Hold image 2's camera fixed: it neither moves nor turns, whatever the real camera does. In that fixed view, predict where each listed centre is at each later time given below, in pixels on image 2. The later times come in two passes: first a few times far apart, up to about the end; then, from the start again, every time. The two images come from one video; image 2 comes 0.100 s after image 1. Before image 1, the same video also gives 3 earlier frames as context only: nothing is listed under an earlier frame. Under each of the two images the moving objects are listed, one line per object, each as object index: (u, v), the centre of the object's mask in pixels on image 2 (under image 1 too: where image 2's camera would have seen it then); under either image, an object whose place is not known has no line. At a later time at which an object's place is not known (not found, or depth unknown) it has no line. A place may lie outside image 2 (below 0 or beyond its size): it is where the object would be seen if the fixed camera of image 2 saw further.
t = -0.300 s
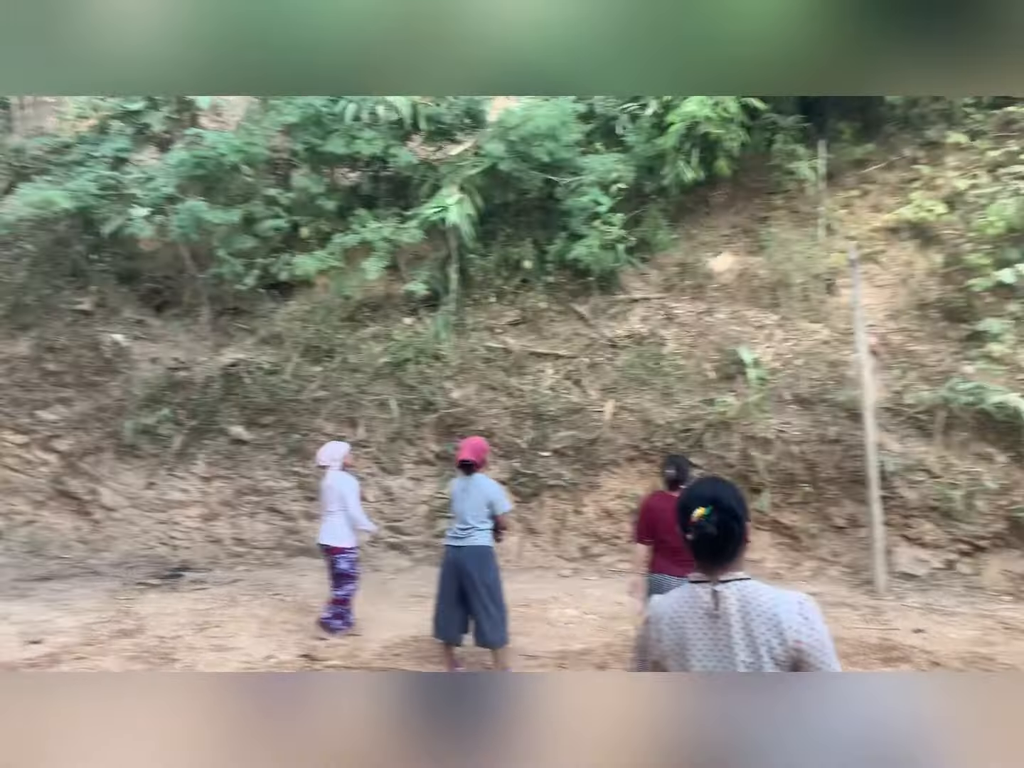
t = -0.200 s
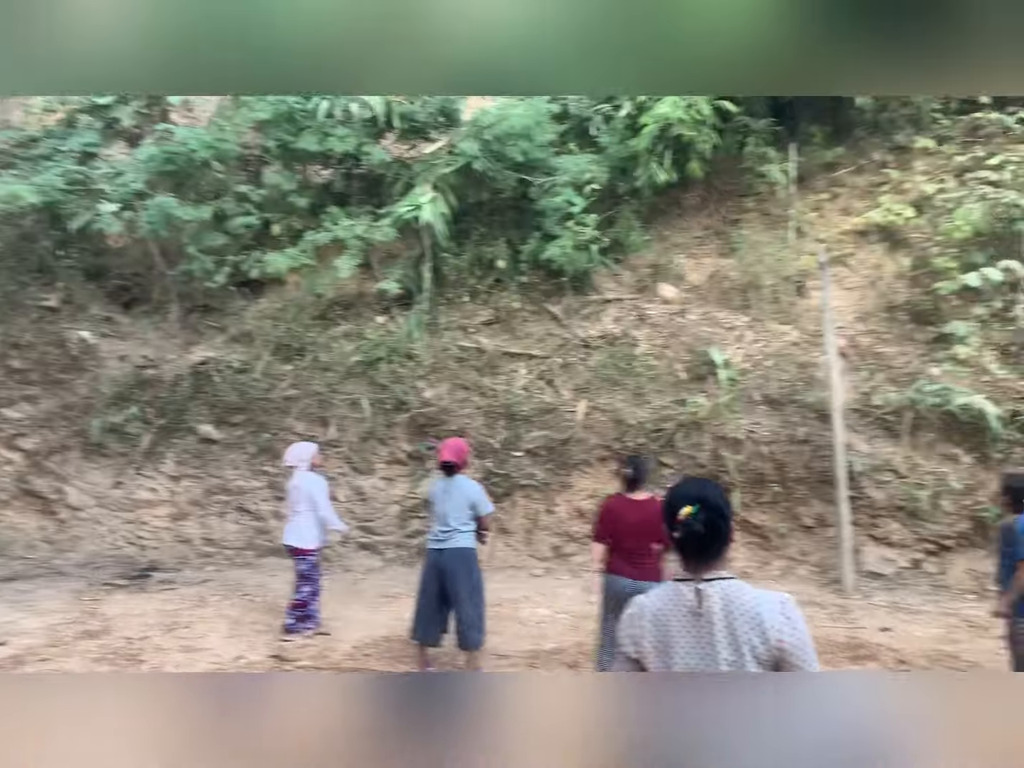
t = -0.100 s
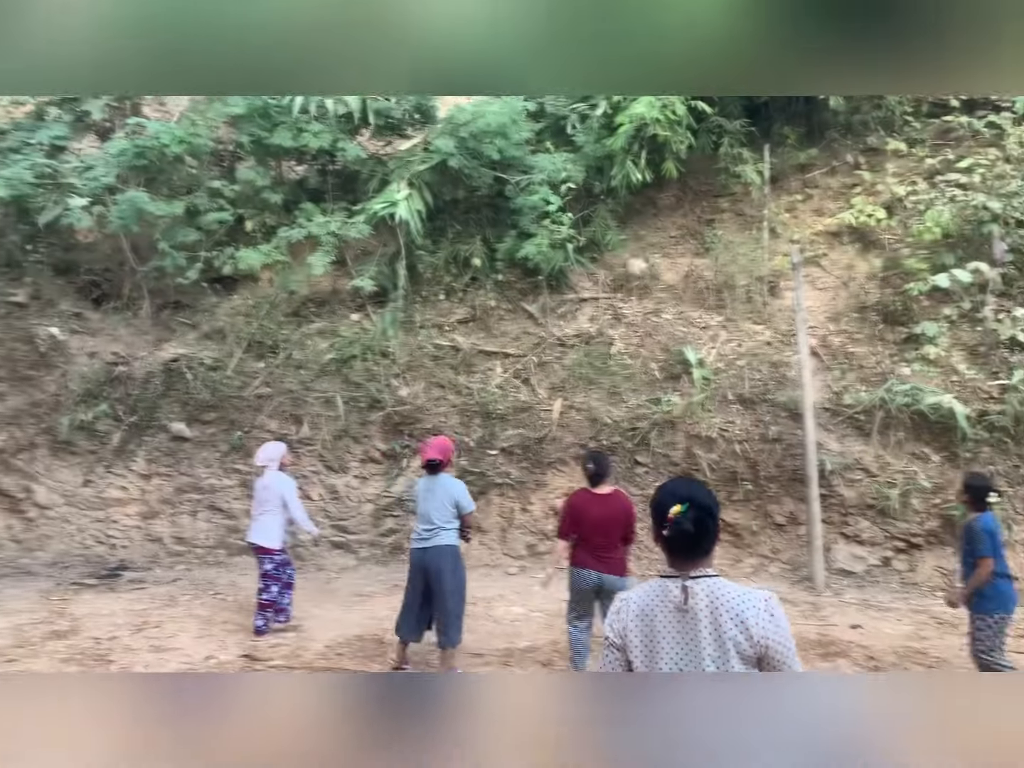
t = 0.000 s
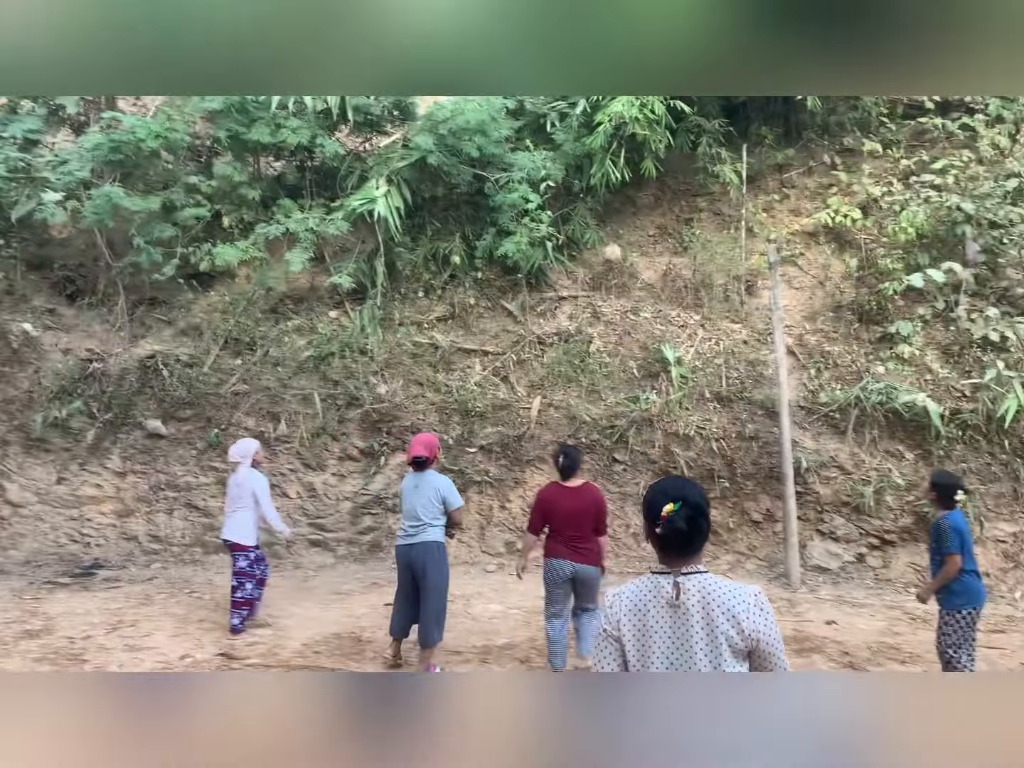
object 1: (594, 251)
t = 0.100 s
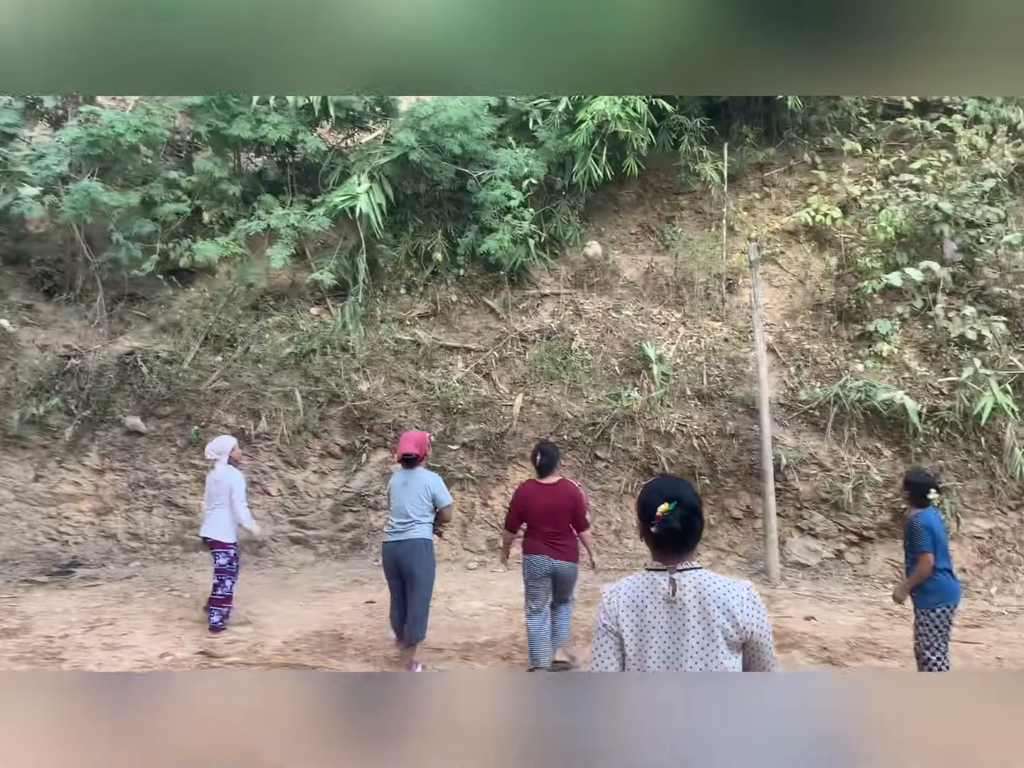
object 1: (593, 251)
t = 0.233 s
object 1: (593, 267)
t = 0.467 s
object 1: (585, 296)
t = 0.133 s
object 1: (592, 253)
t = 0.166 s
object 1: (592, 256)
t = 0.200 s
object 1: (592, 260)
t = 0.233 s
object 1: (593, 267)
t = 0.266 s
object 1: (592, 271)
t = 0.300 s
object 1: (592, 279)
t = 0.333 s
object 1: (593, 286)
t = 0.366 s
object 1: (592, 294)
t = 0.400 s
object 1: (589, 297)
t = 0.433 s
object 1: (586, 296)
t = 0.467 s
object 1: (585, 296)
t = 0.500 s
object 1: (583, 297)
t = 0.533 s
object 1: (582, 298)
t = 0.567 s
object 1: (579, 300)
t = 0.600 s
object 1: (577, 303)
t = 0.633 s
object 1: (575, 306)
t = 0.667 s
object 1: (573, 311)
